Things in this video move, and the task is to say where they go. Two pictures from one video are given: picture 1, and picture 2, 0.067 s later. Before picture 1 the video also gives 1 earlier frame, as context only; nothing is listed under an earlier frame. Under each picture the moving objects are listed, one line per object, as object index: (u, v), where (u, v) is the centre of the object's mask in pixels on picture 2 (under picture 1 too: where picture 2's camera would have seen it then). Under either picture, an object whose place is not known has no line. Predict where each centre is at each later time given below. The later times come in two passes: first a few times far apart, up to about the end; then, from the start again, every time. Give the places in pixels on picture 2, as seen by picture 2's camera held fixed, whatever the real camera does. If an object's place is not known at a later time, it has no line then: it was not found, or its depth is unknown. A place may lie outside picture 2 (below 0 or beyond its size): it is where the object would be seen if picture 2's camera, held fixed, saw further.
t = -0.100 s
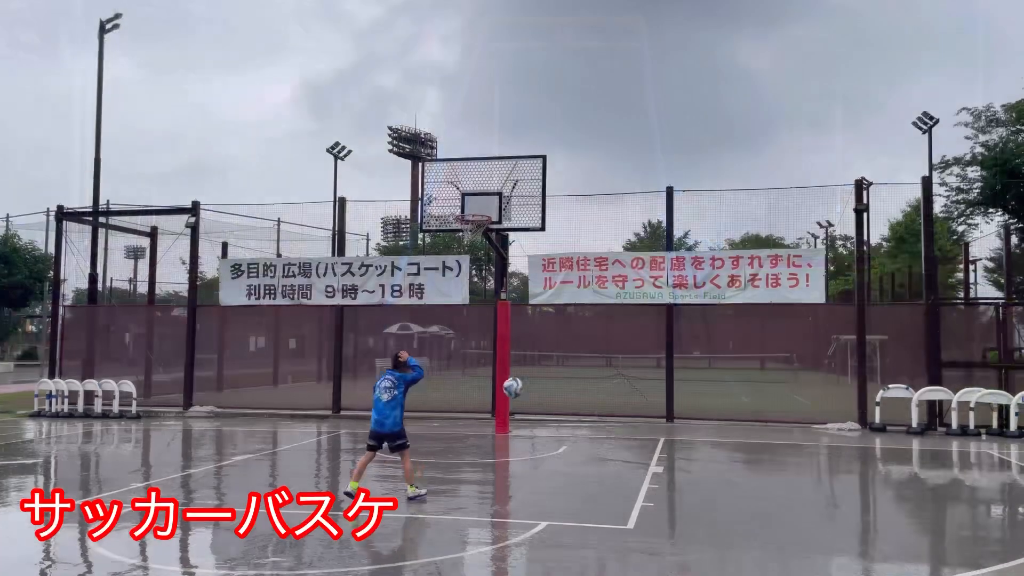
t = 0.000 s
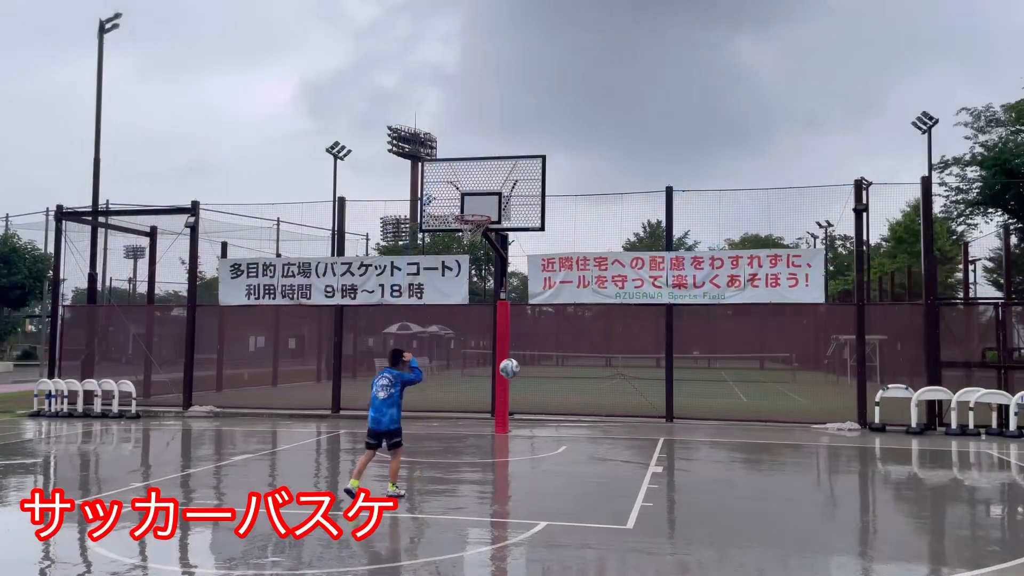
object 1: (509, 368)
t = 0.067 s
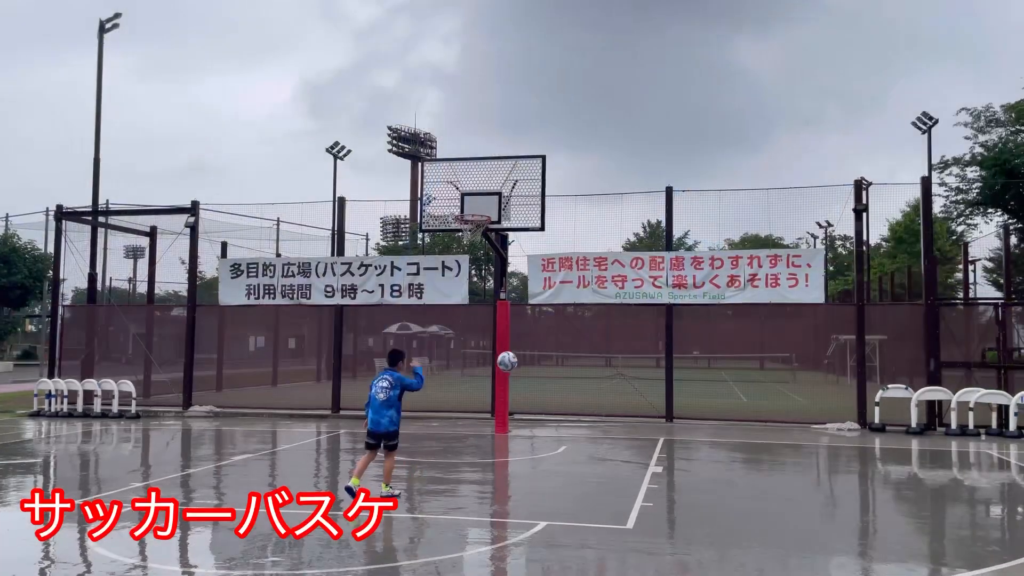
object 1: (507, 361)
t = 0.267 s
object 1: (499, 366)
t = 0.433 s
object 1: (493, 399)
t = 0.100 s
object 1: (506, 359)
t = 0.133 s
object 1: (505, 358)
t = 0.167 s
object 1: (503, 359)
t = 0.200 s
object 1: (502, 360)
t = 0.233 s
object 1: (501, 363)
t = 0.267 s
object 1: (499, 366)
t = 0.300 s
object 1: (498, 370)
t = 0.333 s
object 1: (497, 376)
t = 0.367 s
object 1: (496, 383)
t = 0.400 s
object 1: (494, 390)
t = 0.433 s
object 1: (493, 399)
